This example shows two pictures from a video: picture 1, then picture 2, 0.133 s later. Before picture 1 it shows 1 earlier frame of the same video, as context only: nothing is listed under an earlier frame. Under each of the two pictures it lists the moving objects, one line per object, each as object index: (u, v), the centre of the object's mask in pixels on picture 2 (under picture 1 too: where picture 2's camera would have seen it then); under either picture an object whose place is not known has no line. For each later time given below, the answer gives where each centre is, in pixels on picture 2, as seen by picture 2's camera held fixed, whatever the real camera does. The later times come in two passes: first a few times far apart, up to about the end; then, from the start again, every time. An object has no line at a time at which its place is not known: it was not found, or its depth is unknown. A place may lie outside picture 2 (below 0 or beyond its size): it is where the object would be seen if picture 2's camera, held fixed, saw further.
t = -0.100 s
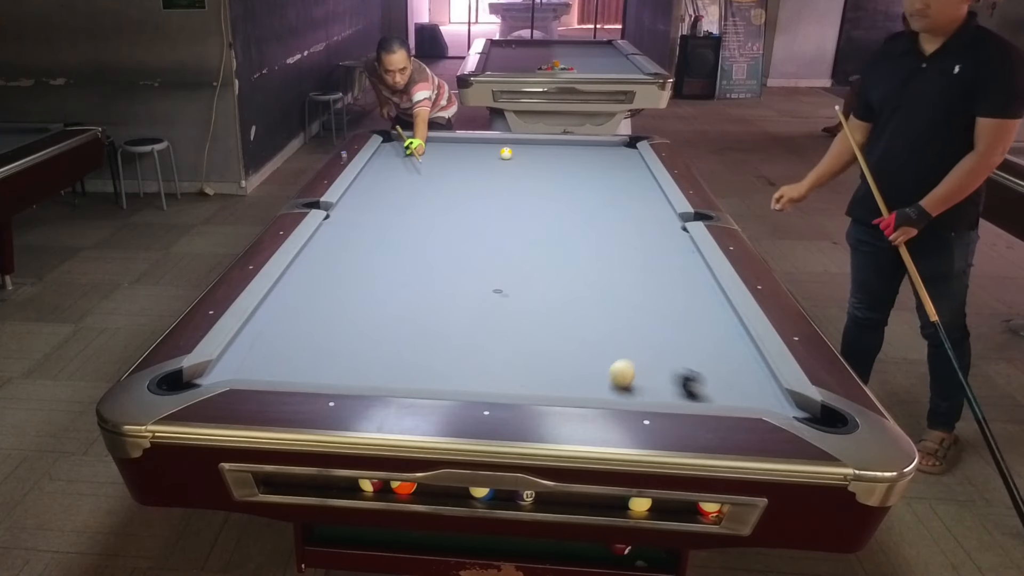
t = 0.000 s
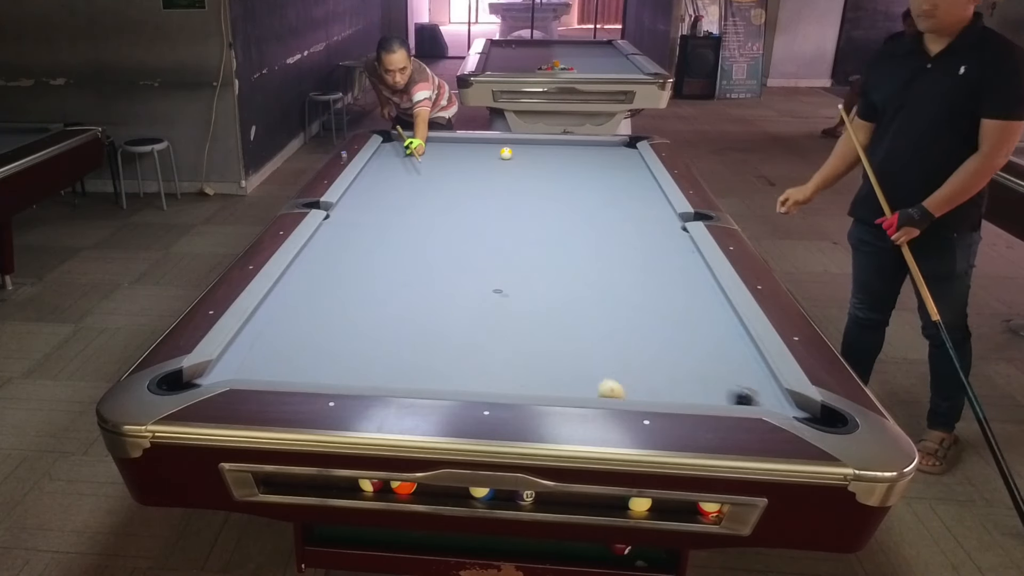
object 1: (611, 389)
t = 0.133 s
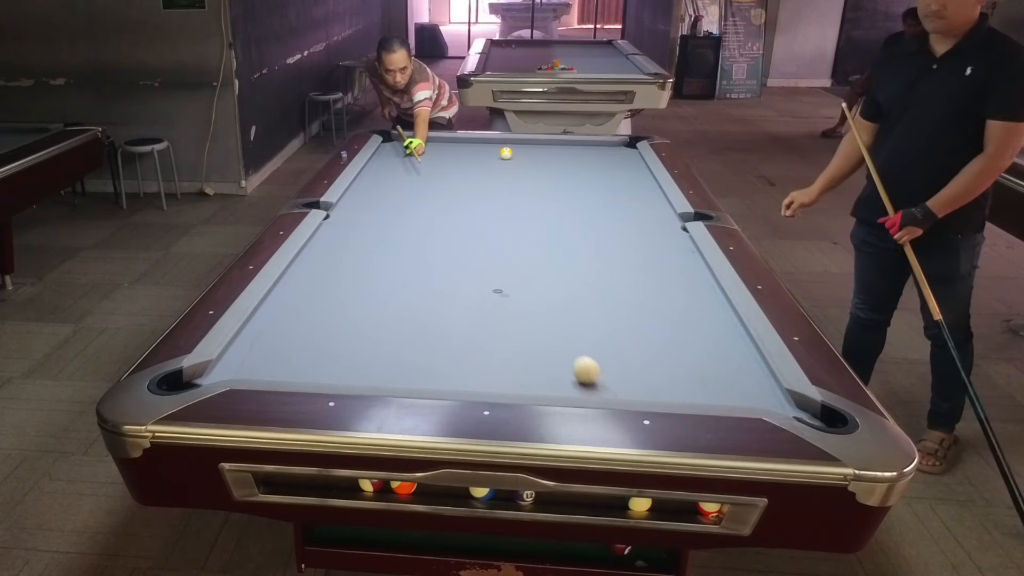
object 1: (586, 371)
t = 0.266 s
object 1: (564, 350)
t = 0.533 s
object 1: (528, 314)
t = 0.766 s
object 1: (502, 289)
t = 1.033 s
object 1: (478, 265)
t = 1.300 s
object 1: (457, 245)
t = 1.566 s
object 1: (440, 228)
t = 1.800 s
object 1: (428, 215)
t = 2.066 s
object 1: (416, 203)
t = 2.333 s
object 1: (406, 192)
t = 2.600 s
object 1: (397, 182)
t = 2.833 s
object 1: (390, 175)
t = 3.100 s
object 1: (384, 167)
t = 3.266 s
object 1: (381, 163)
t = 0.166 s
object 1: (581, 365)
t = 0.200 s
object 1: (575, 360)
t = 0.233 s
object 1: (570, 355)
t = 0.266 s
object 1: (564, 350)
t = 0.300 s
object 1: (559, 345)
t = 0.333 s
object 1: (555, 340)
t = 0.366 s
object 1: (550, 335)
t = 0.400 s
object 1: (545, 331)
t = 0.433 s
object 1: (541, 327)
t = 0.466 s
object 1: (537, 323)
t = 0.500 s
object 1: (532, 318)
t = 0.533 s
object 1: (528, 314)
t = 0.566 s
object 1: (524, 311)
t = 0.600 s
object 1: (520, 307)
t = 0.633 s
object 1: (516, 303)
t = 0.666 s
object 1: (513, 299)
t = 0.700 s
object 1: (509, 296)
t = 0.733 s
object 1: (505, 292)
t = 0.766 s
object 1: (502, 289)
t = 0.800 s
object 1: (499, 286)
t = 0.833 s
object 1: (496, 283)
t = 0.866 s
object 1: (493, 280)
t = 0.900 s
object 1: (489, 277)
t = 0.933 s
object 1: (486, 274)
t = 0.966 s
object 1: (483, 271)
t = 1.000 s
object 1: (480, 268)
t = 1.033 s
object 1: (478, 265)
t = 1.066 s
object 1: (475, 262)
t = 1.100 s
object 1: (472, 260)
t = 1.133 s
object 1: (469, 257)
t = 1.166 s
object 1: (467, 255)
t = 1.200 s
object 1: (465, 252)
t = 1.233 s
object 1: (462, 250)
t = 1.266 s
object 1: (460, 247)
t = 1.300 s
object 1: (457, 245)
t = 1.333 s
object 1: (455, 243)
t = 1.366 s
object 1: (453, 241)
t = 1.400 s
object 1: (451, 238)
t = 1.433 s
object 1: (449, 236)
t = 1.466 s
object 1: (447, 234)
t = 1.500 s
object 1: (445, 232)
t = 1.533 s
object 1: (442, 230)
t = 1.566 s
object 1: (440, 228)
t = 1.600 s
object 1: (438, 226)
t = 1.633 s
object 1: (437, 224)
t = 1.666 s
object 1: (435, 222)
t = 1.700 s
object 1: (433, 221)
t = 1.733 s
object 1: (431, 219)
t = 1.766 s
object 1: (430, 217)
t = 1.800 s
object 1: (428, 215)
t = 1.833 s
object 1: (426, 214)
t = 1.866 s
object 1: (424, 212)
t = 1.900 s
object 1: (423, 211)
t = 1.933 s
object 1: (422, 209)
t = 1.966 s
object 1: (420, 207)
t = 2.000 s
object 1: (419, 206)
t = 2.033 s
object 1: (417, 204)
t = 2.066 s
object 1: (416, 203)
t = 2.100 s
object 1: (415, 201)
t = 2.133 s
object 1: (413, 200)
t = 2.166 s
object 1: (412, 199)
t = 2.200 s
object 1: (411, 197)
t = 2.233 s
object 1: (409, 196)
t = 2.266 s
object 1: (408, 194)
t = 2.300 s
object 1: (407, 193)
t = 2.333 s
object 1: (406, 192)
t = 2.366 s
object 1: (404, 191)
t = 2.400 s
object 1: (403, 189)
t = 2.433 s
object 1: (402, 188)
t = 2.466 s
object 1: (401, 187)
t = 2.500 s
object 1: (400, 186)
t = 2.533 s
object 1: (399, 185)
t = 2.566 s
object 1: (398, 183)
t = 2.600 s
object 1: (397, 182)
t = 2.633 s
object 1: (396, 181)
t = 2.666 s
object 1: (395, 180)
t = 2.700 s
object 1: (394, 179)
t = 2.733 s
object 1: (393, 178)
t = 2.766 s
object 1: (392, 177)
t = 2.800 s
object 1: (391, 176)
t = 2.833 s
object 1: (390, 175)
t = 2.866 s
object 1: (389, 174)
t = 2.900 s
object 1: (389, 173)
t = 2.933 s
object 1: (388, 172)
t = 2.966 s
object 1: (387, 171)
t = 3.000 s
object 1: (386, 170)
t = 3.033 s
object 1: (385, 169)
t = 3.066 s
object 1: (385, 168)
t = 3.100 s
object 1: (384, 167)
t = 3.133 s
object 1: (383, 167)
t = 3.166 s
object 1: (382, 166)
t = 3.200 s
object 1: (382, 165)
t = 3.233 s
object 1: (381, 164)
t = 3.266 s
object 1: (381, 163)
